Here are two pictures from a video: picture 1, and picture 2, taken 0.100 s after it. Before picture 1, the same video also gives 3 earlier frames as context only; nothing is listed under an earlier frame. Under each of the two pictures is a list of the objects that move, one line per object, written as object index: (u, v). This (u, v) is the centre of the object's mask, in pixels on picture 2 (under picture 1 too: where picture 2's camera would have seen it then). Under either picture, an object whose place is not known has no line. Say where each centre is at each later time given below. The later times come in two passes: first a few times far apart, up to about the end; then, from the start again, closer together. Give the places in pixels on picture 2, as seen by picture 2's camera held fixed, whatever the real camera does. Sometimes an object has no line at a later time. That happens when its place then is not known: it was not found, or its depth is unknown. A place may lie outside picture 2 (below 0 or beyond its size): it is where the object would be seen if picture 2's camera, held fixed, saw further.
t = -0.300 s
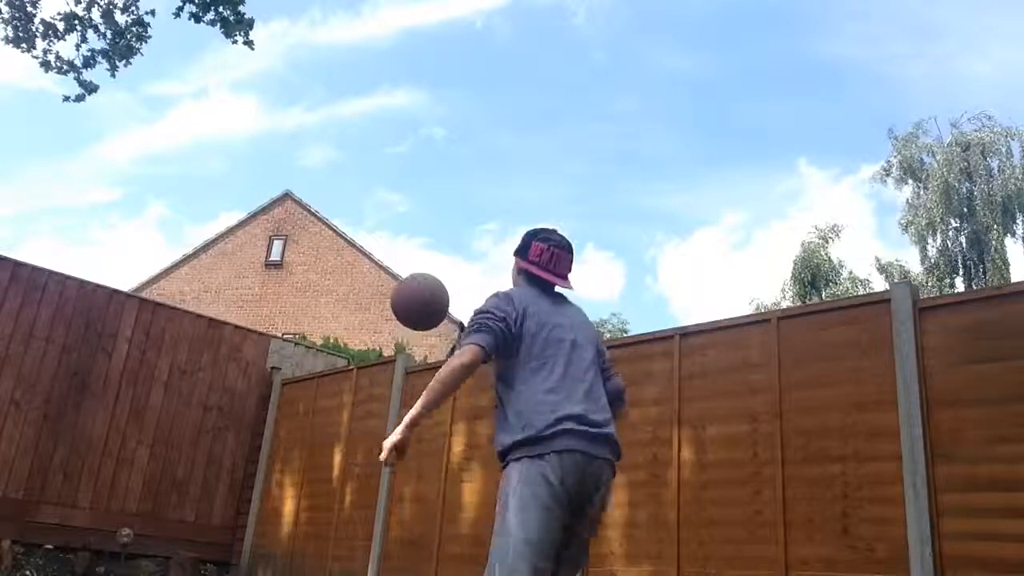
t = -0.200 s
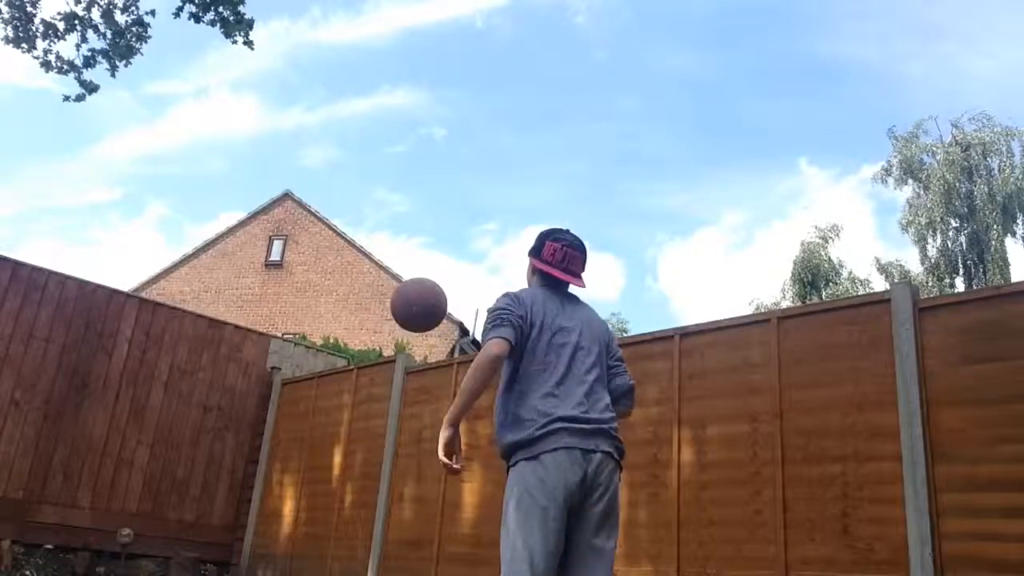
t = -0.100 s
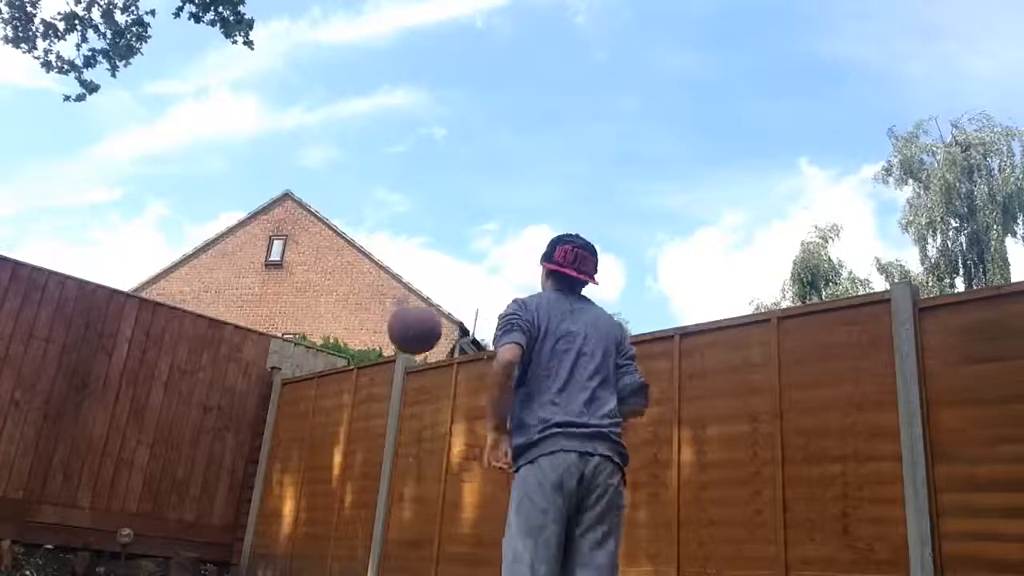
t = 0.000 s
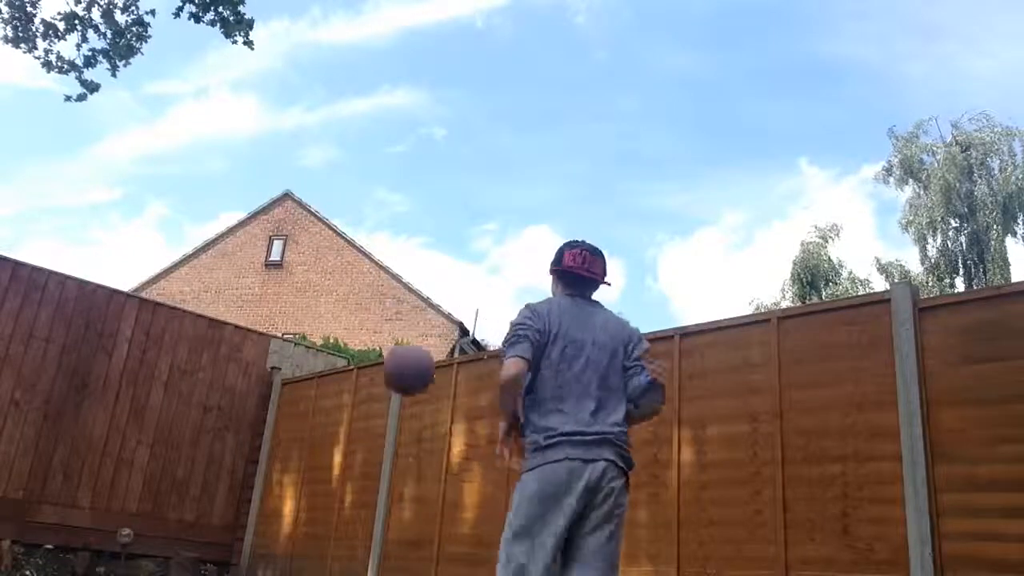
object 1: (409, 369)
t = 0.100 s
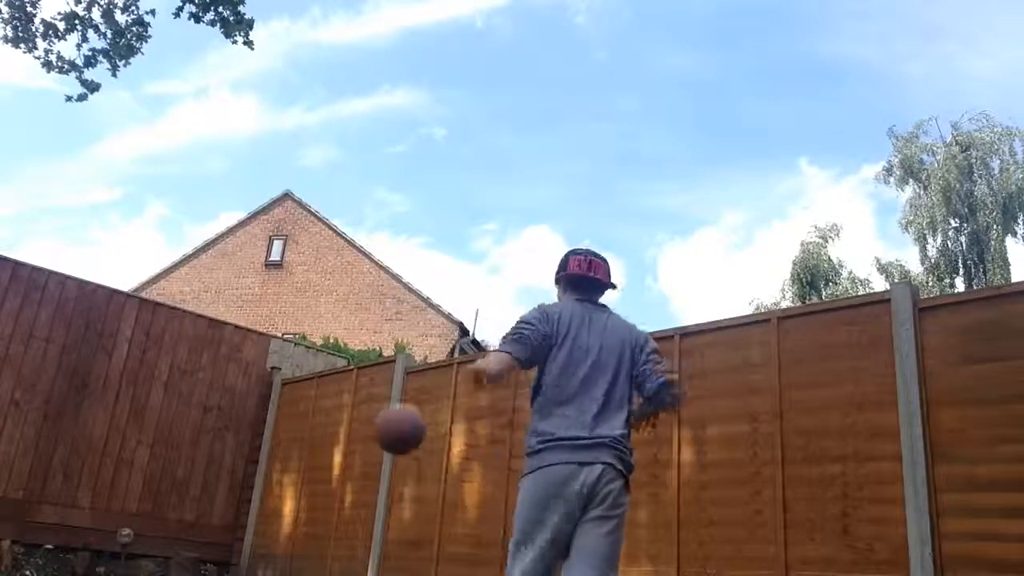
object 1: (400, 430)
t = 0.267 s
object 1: (381, 560)
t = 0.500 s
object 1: (376, 548)
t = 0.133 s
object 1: (396, 455)
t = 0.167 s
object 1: (393, 478)
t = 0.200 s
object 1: (388, 506)
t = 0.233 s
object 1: (384, 536)
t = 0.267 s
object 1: (381, 560)
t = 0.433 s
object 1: (373, 567)
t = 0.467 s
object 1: (376, 558)
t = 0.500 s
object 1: (376, 548)
